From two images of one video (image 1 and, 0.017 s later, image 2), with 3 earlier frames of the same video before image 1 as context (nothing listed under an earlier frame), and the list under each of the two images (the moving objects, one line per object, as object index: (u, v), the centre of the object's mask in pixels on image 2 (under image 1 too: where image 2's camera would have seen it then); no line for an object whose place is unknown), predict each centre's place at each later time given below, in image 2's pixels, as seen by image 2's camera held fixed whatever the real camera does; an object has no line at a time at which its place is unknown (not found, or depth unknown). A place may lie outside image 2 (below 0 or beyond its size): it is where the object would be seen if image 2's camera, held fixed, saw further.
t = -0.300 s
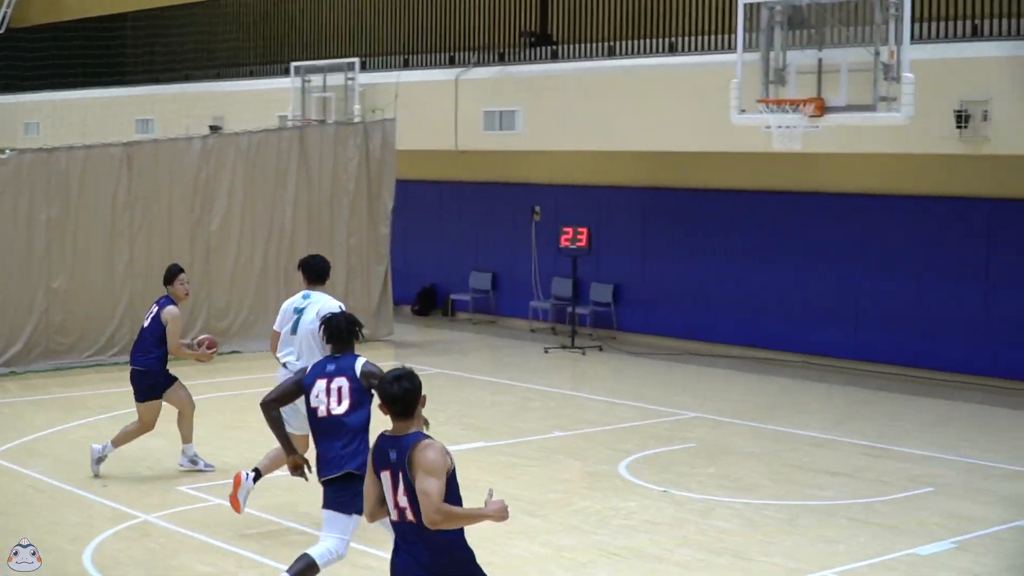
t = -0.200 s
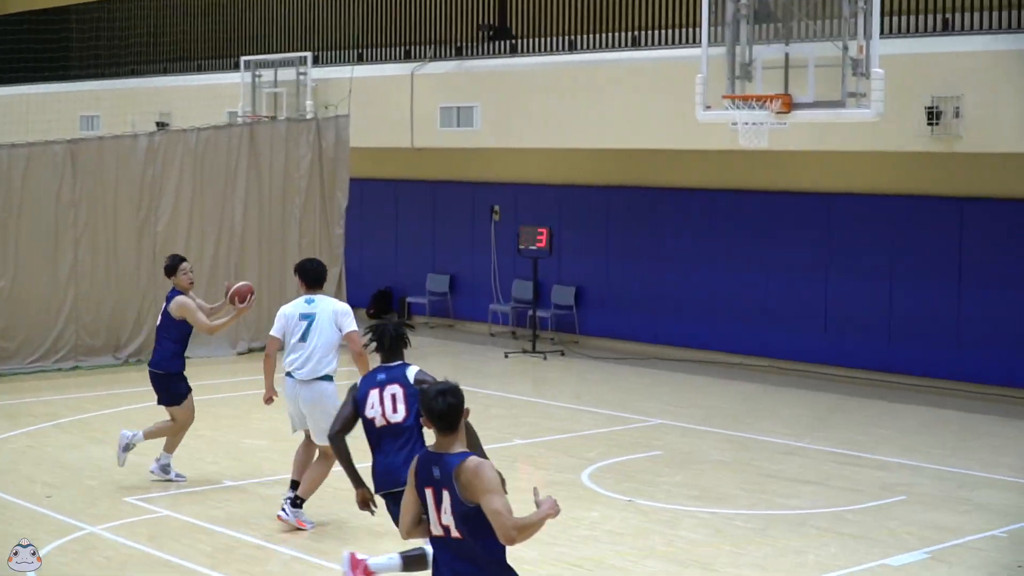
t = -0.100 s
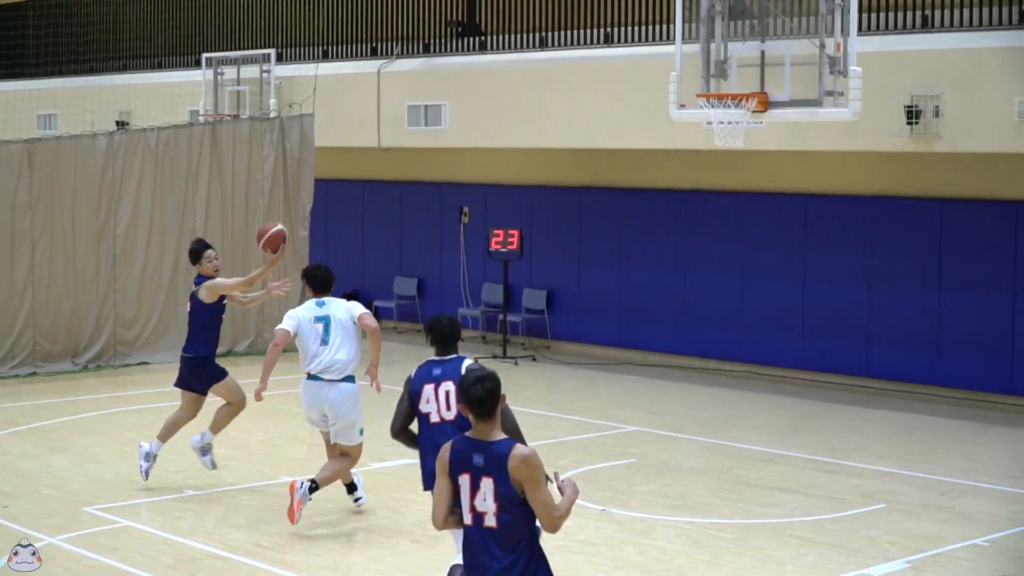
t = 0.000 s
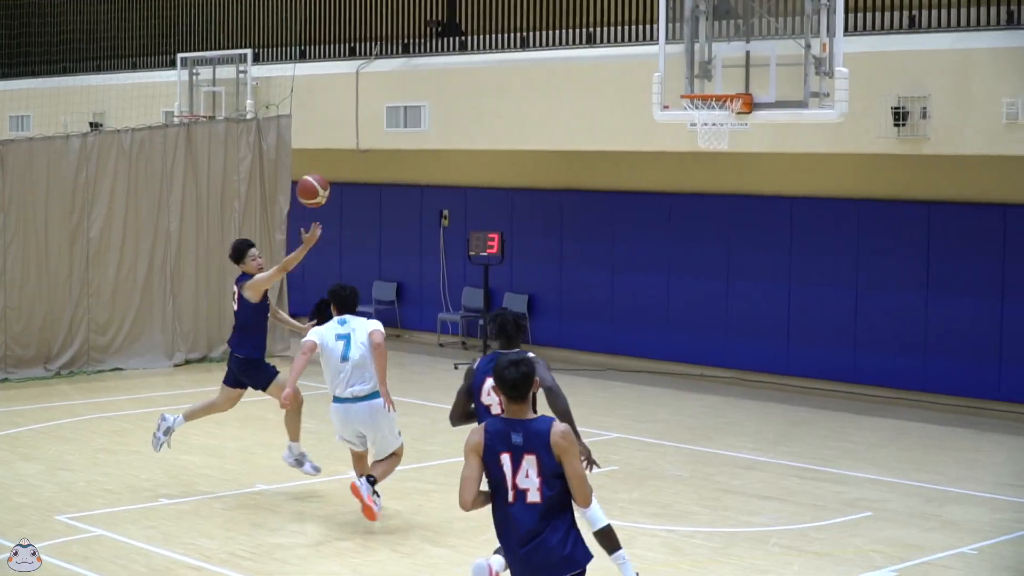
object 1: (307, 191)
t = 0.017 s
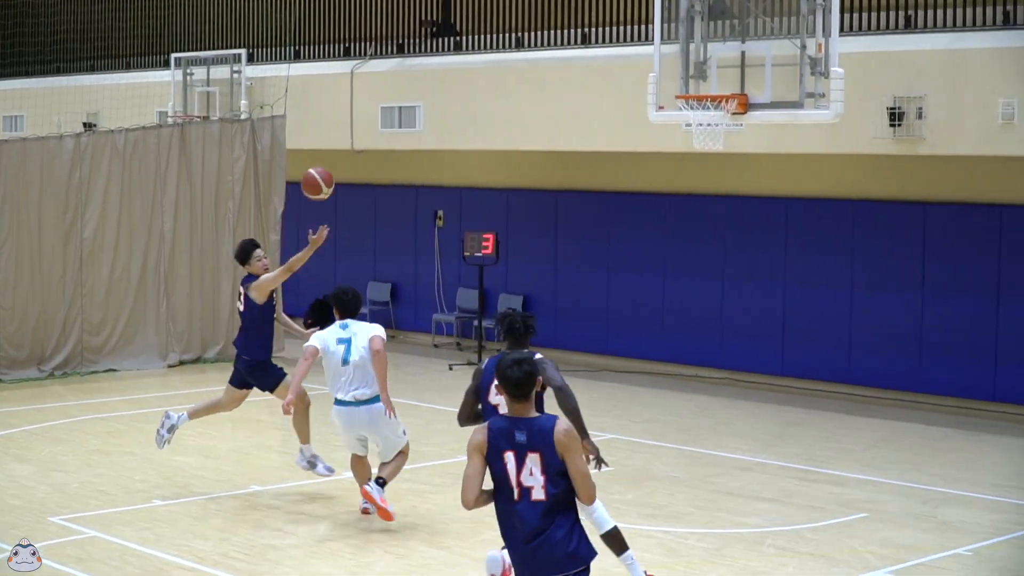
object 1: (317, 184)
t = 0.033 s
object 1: (328, 177)
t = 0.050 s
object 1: (339, 170)
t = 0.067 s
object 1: (349, 163)
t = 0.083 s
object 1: (359, 158)
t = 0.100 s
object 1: (370, 153)
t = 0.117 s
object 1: (381, 148)
